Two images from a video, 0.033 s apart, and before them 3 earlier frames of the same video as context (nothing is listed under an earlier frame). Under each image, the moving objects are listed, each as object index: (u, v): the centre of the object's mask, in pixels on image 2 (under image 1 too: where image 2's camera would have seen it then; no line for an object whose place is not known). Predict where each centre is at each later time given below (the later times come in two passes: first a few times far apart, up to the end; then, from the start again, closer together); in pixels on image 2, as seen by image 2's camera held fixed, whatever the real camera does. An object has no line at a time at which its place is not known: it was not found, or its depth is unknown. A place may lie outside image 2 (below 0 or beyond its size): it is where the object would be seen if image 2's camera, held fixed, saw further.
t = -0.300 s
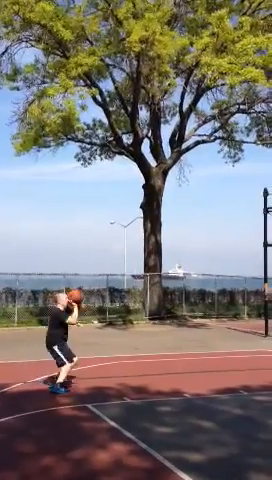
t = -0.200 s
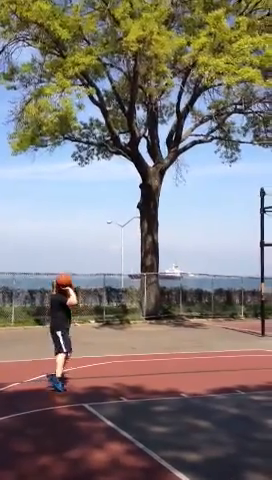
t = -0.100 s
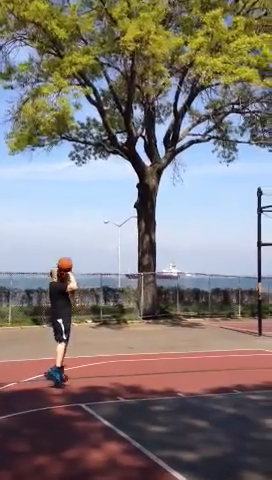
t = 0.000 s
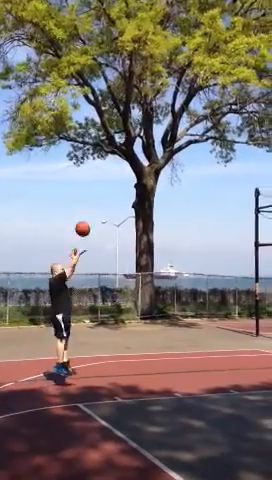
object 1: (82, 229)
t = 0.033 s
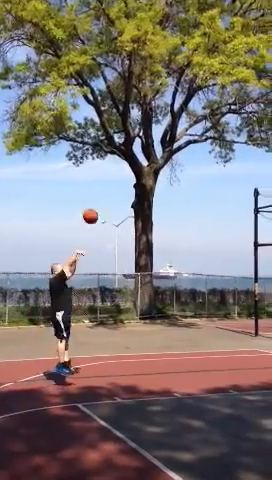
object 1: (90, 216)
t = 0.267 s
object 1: (151, 146)
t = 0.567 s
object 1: (228, 104)
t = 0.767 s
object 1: (278, 107)
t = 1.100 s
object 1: (376, 175)
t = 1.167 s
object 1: (394, 196)
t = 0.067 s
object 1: (99, 204)
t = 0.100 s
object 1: (107, 193)
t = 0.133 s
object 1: (116, 182)
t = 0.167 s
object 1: (124, 173)
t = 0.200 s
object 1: (133, 163)
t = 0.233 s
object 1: (141, 154)
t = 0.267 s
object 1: (151, 146)
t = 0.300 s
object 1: (158, 139)
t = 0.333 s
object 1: (168, 132)
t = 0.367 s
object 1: (175, 127)
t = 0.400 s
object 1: (185, 121)
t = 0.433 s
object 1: (192, 117)
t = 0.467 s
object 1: (202, 113)
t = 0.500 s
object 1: (210, 109)
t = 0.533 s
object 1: (218, 106)
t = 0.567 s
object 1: (228, 104)
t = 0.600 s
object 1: (235, 102)
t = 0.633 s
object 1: (244, 102)
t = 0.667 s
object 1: (254, 102)
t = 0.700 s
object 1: (263, 102)
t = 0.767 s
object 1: (278, 107)
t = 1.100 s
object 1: (376, 175)
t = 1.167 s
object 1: (394, 196)
